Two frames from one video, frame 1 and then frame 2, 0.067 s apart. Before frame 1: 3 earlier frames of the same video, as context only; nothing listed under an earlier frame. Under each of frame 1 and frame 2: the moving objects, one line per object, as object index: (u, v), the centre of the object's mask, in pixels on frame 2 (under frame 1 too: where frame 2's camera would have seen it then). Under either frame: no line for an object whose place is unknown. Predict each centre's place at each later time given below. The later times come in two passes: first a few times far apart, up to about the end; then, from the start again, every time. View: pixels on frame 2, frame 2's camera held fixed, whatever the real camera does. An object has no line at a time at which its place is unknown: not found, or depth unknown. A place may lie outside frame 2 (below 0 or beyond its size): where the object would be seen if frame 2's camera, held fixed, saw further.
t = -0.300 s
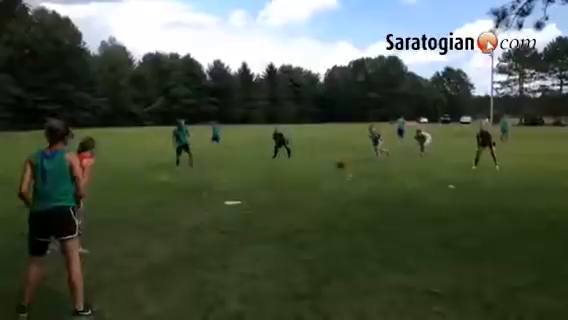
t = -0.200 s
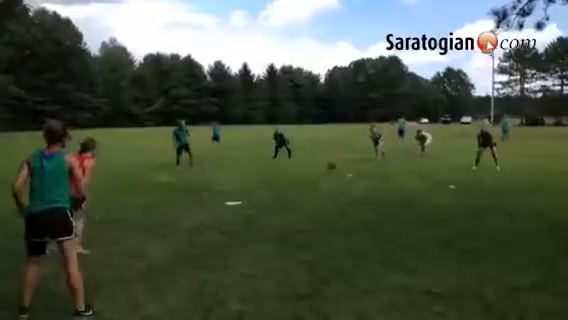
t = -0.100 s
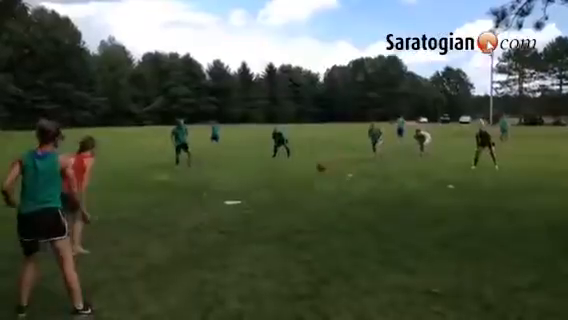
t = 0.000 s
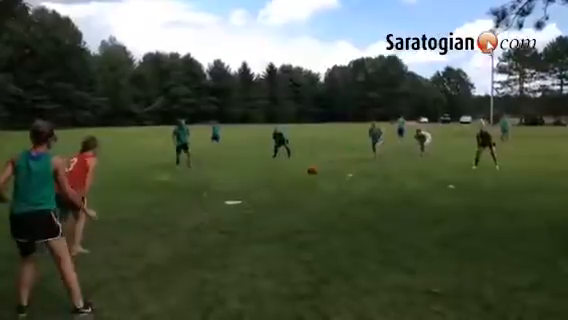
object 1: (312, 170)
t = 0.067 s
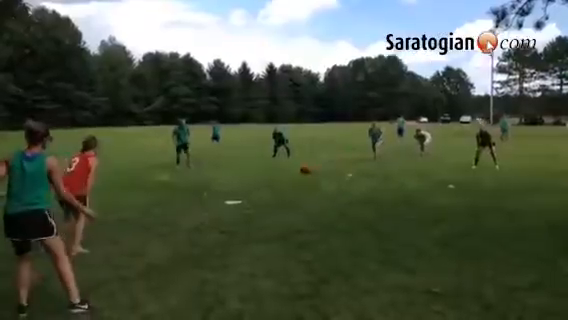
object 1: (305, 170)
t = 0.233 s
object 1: (288, 175)
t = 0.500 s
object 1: (256, 182)
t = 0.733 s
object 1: (225, 184)
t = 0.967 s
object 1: (188, 198)
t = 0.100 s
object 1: (301, 170)
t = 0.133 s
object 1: (298, 171)
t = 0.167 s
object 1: (295, 172)
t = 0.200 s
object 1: (292, 174)
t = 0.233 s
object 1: (288, 175)
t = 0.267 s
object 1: (284, 176)
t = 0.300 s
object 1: (280, 177)
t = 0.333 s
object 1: (277, 177)
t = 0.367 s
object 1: (273, 177)
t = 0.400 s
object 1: (269, 178)
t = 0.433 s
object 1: (265, 178)
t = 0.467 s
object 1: (261, 181)
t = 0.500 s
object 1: (256, 182)
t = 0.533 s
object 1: (251, 184)
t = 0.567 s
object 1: (248, 186)
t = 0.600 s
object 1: (243, 185)
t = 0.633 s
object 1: (240, 184)
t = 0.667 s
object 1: (235, 183)
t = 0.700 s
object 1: (230, 183)
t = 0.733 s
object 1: (225, 184)
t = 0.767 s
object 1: (220, 185)
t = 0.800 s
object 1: (214, 186)
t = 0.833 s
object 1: (208, 189)
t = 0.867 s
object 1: (205, 192)
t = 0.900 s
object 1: (198, 197)
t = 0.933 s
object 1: (193, 197)
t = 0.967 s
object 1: (188, 198)
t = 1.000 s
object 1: (180, 198)
